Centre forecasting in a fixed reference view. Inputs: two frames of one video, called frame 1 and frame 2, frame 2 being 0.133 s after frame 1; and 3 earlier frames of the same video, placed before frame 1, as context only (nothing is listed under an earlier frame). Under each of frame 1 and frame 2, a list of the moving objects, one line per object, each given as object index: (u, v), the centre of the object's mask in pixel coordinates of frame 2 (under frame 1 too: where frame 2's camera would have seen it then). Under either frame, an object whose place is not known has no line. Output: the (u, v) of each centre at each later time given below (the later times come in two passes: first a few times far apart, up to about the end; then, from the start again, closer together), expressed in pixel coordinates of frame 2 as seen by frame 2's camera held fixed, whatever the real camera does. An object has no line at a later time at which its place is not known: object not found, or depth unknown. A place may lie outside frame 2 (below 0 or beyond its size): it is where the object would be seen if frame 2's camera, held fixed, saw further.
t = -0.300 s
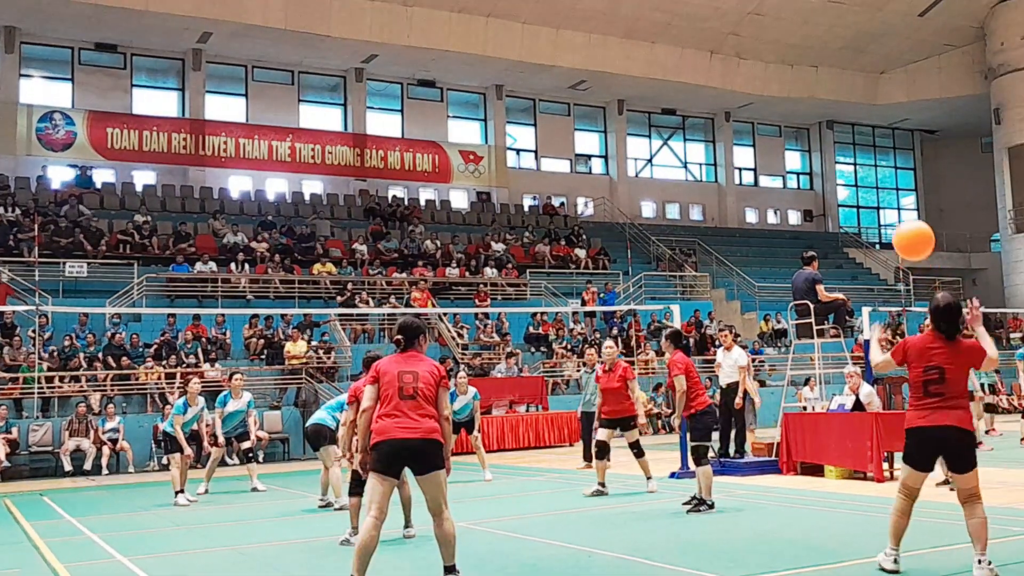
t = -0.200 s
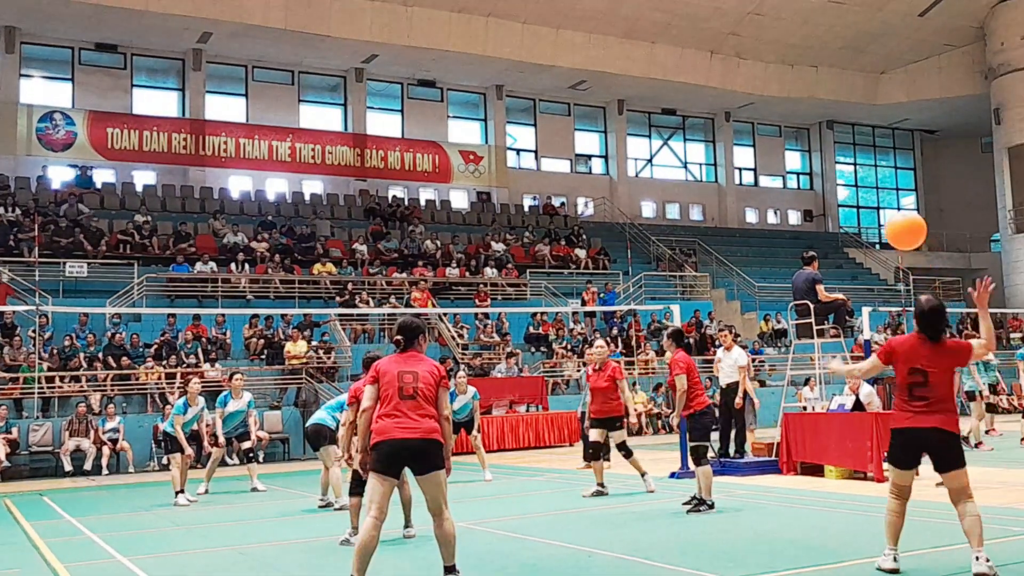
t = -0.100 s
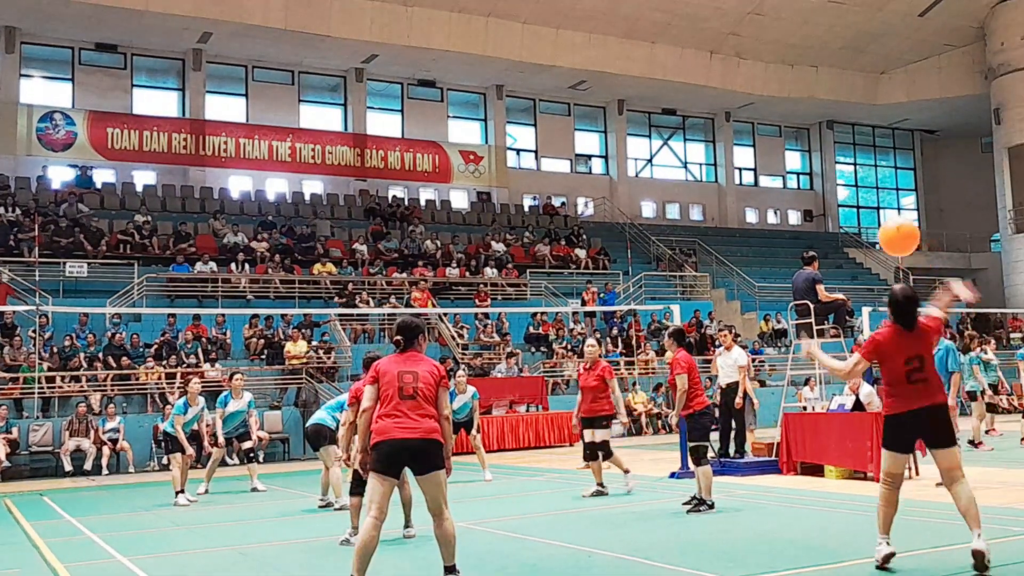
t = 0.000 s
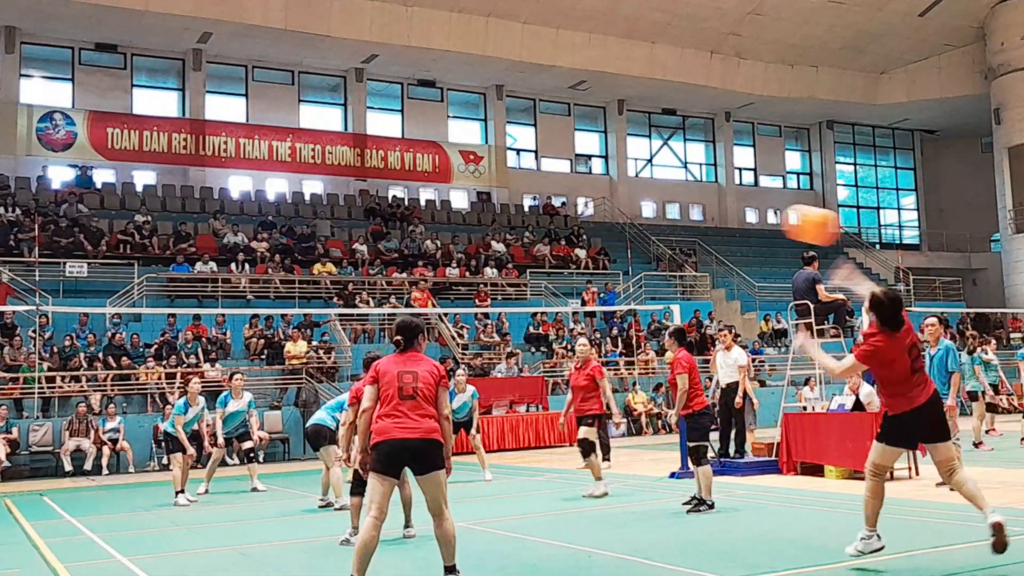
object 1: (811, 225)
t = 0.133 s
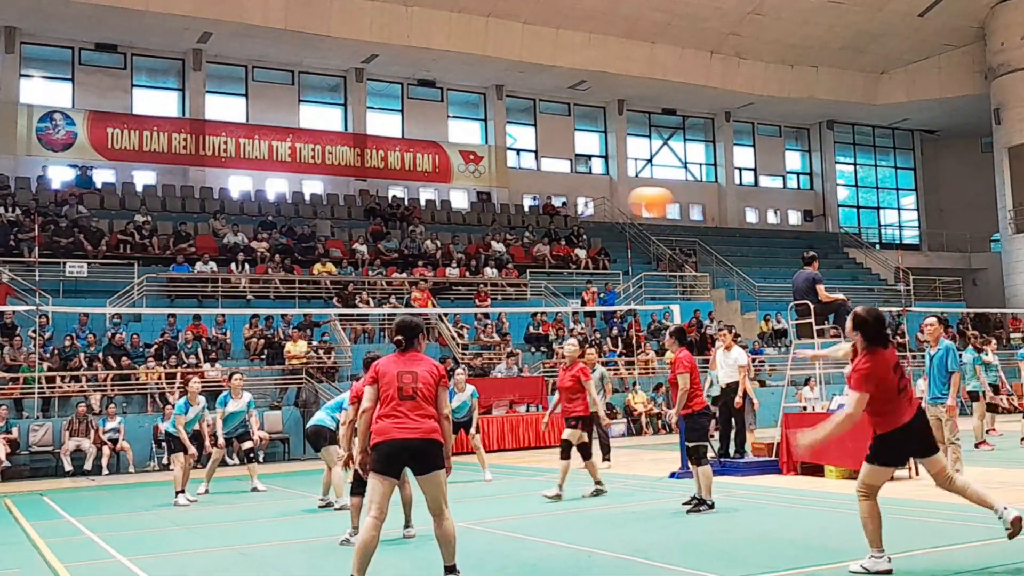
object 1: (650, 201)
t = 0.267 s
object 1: (549, 205)
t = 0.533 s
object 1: (415, 257)
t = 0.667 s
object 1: (365, 296)
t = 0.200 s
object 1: (594, 201)
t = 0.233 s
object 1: (569, 202)
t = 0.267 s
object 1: (549, 205)
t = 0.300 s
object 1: (527, 208)
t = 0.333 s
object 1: (508, 213)
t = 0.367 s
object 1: (491, 219)
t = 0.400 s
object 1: (474, 225)
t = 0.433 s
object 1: (458, 232)
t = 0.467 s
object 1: (443, 240)
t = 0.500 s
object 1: (429, 248)
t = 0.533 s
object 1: (415, 257)
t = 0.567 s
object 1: (402, 265)
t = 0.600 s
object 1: (389, 275)
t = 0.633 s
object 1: (377, 285)
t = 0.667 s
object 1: (365, 296)
